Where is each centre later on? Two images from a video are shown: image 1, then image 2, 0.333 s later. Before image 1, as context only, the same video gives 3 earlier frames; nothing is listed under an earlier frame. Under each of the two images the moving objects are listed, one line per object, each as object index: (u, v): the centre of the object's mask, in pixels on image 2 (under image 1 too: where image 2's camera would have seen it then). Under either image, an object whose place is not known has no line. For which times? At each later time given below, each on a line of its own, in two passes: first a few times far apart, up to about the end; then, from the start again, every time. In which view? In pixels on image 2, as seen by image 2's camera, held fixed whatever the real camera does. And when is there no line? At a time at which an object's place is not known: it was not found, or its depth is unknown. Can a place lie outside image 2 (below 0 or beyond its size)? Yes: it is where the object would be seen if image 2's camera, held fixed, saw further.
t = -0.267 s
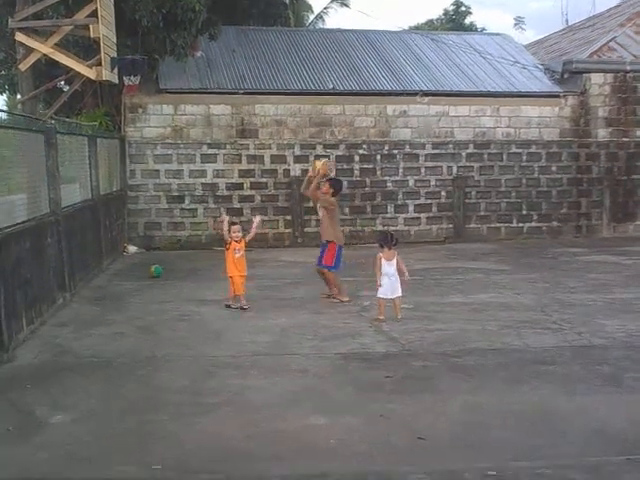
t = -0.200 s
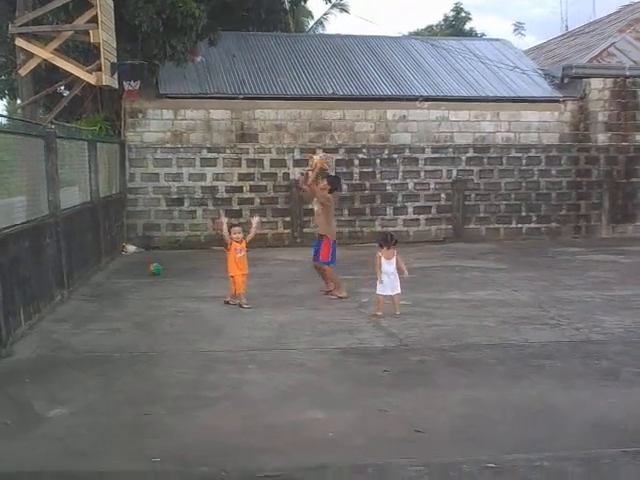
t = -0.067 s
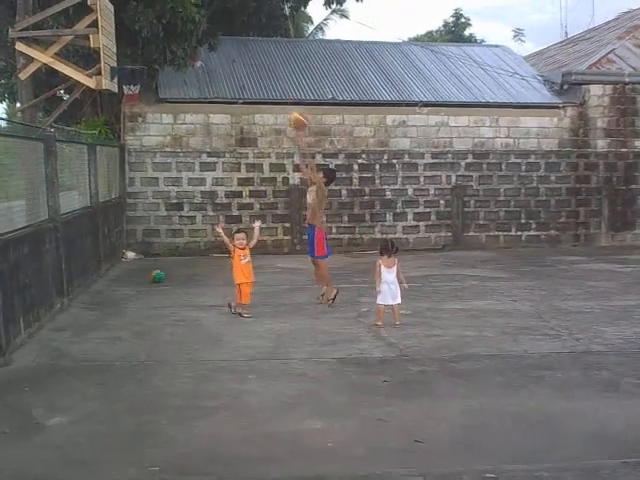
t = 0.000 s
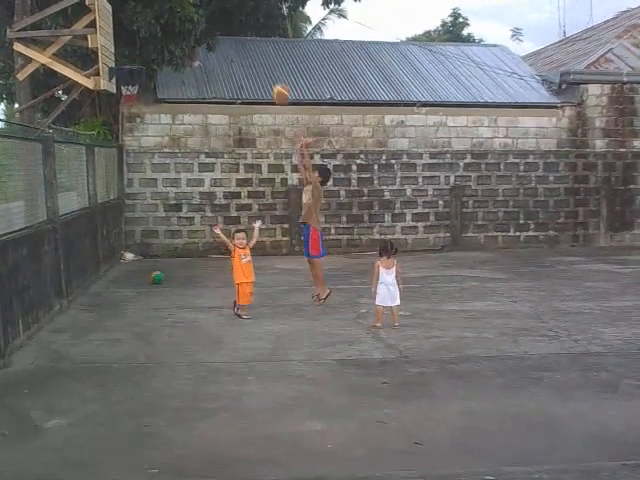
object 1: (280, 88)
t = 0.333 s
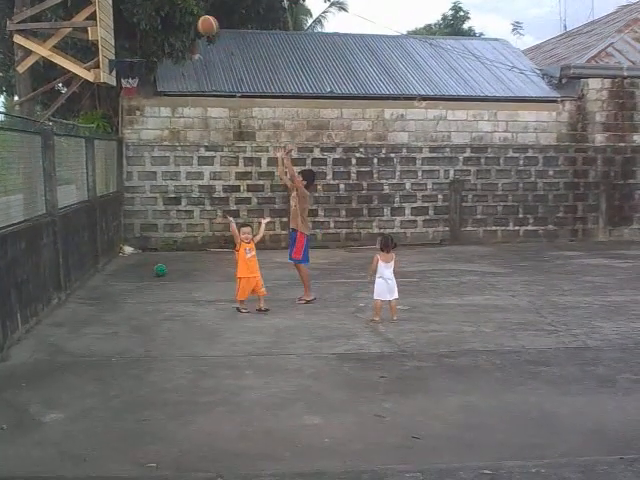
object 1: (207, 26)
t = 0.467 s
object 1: (179, 30)
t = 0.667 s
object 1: (150, 50)
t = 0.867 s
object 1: (147, 50)
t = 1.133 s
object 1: (144, 49)
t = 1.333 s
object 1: (139, 51)
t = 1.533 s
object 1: (130, 70)
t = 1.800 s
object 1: (121, 117)
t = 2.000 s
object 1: (116, 181)
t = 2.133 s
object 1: (114, 239)
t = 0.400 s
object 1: (193, 25)
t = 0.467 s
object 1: (179, 30)
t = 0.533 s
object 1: (165, 38)
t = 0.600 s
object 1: (152, 50)
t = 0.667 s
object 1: (150, 50)
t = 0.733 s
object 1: (149, 46)
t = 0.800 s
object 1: (148, 46)
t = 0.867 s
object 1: (147, 50)
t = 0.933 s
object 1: (146, 48)
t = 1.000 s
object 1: (146, 49)
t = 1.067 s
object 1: (145, 49)
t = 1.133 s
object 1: (144, 49)
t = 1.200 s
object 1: (143, 50)
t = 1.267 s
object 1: (141, 50)
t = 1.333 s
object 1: (139, 51)
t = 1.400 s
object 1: (135, 55)
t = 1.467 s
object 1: (133, 61)
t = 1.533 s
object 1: (130, 70)
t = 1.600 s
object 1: (127, 80)
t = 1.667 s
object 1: (124, 92)
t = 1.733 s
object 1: (122, 101)
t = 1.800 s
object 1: (121, 117)
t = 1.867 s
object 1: (117, 135)
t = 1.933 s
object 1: (117, 155)
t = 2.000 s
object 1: (116, 181)
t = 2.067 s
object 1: (115, 208)
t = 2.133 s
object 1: (114, 239)
